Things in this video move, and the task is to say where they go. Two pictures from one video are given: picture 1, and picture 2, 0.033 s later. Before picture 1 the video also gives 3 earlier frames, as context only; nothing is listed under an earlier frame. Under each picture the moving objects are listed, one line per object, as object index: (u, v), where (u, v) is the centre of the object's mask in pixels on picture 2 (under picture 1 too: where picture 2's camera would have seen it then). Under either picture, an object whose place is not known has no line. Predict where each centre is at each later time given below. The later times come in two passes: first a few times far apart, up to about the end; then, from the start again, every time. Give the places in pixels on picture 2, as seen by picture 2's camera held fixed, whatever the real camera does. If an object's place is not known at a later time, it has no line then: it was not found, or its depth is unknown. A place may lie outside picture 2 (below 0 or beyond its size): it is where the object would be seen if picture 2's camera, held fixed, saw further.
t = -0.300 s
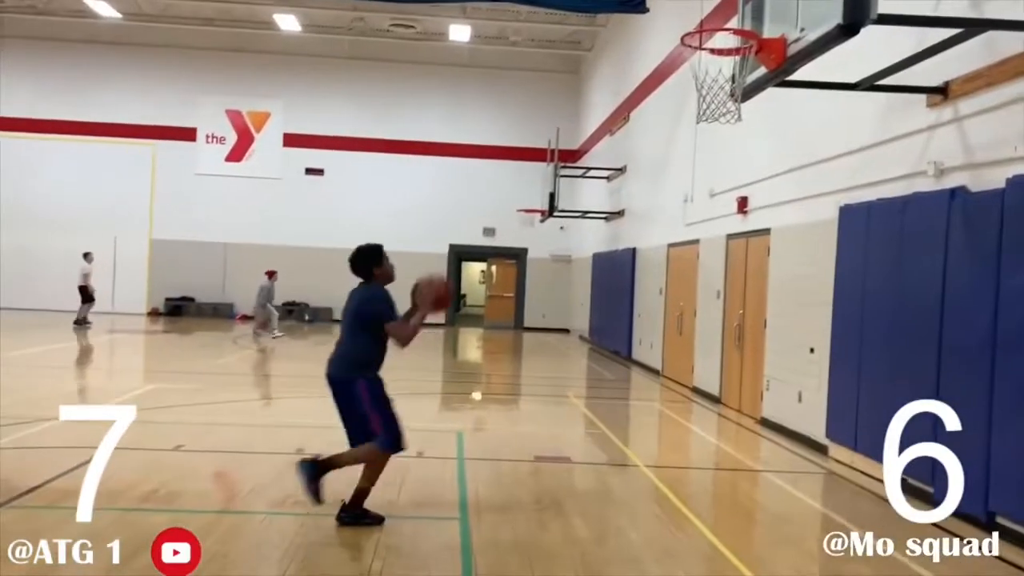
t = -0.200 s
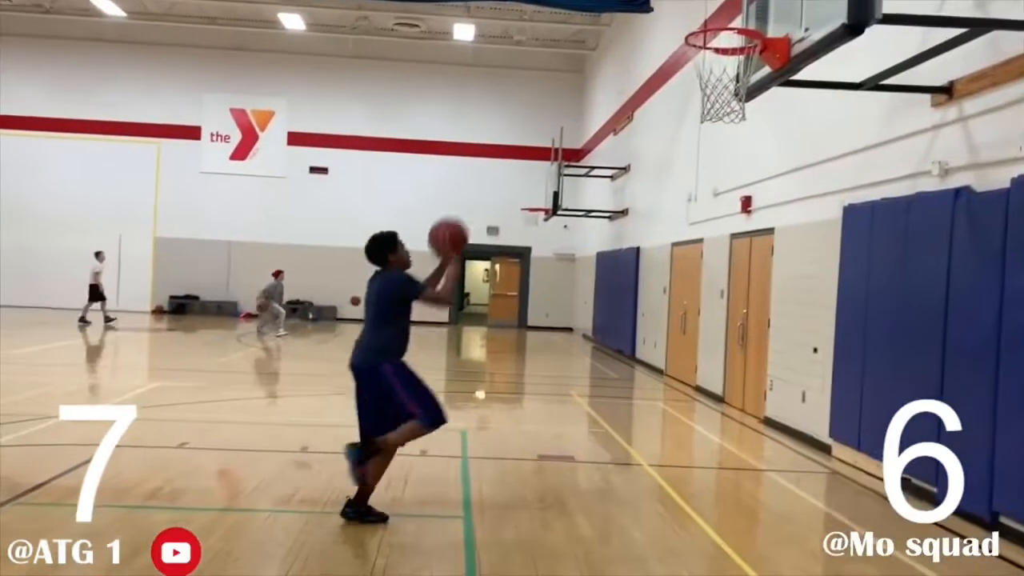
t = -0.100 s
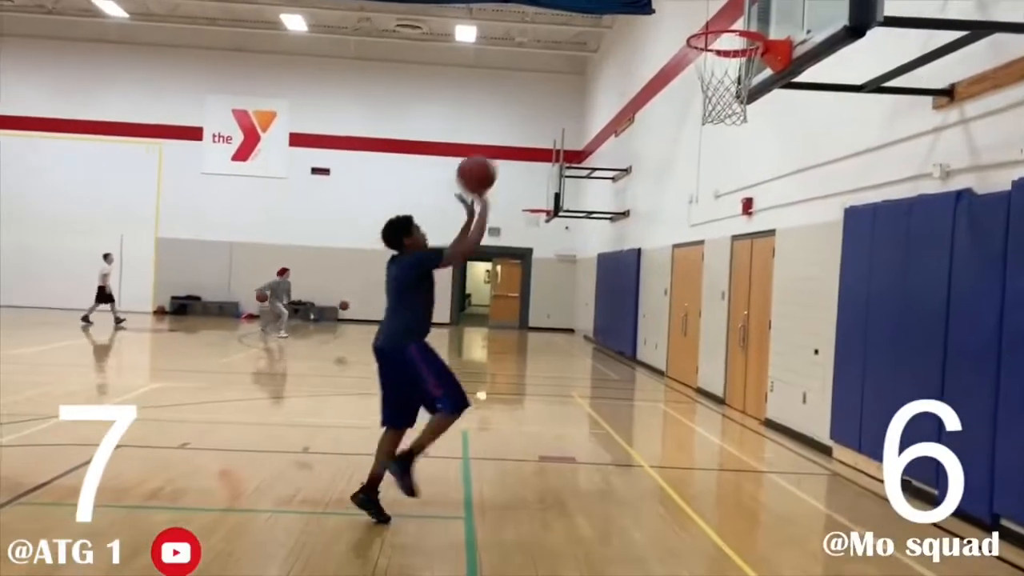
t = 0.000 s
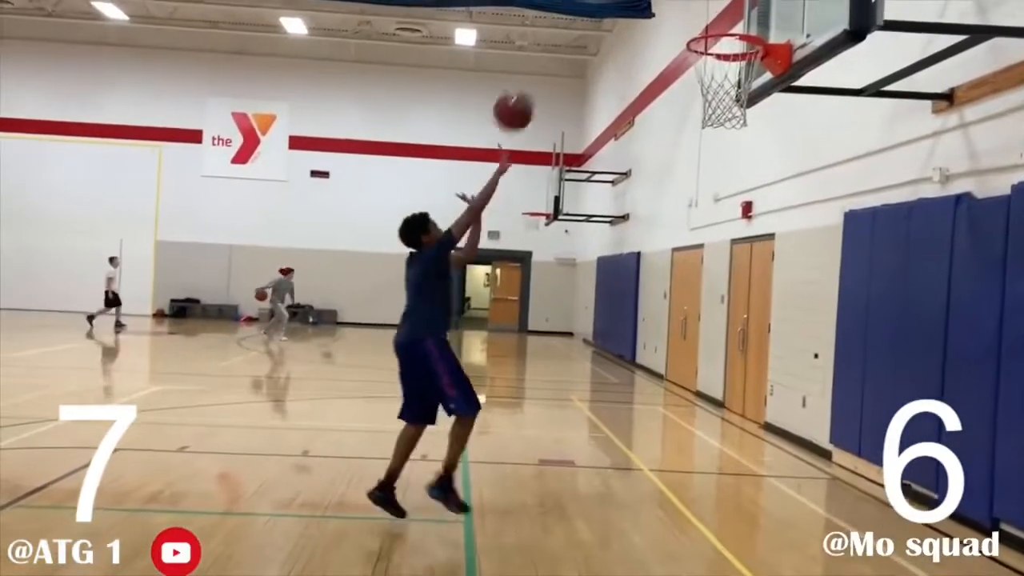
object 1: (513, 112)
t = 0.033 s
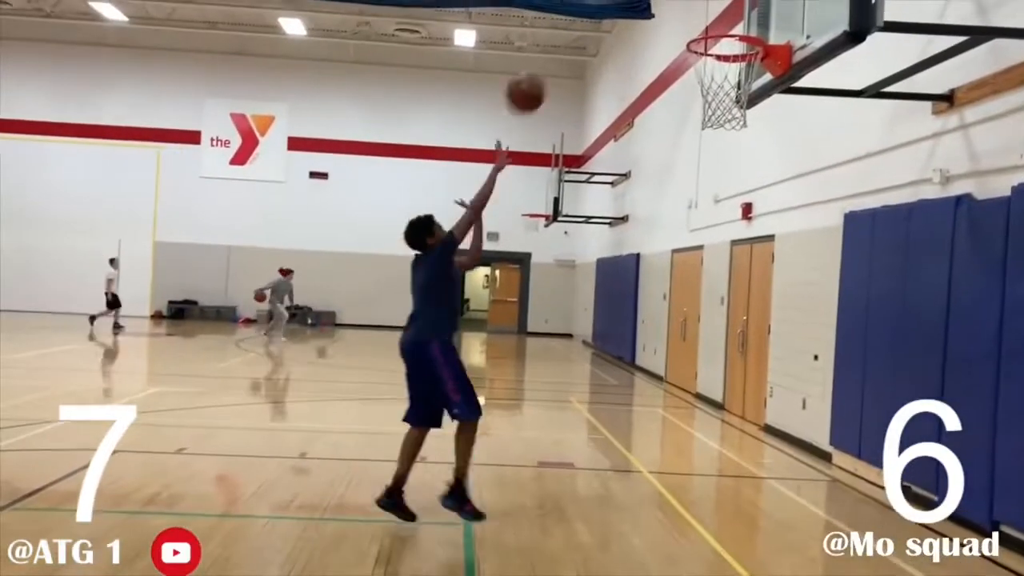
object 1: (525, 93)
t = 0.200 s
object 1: (586, 26)
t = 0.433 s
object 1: (665, 11)
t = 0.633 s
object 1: (678, 8)
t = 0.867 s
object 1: (661, 50)
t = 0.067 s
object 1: (537, 77)
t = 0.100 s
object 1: (551, 63)
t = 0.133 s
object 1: (562, 48)
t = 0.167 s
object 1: (574, 37)
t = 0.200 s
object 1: (586, 26)
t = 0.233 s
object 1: (598, 19)
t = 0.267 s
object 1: (609, 14)
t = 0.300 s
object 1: (620, 10)
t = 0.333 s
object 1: (632, 7)
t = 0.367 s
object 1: (643, 7)
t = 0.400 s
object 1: (654, 8)
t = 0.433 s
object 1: (665, 11)
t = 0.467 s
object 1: (676, 17)
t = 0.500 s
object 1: (685, 22)
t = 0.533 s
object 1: (683, 17)
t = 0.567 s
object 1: (682, 12)
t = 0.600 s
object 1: (680, 9)
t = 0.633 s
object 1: (678, 8)
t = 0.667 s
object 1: (676, 8)
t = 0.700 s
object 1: (674, 10)
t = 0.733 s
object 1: (672, 15)
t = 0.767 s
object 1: (669, 21)
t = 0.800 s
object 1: (667, 29)
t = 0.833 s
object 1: (664, 39)
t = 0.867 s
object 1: (661, 50)
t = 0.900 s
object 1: (658, 64)
